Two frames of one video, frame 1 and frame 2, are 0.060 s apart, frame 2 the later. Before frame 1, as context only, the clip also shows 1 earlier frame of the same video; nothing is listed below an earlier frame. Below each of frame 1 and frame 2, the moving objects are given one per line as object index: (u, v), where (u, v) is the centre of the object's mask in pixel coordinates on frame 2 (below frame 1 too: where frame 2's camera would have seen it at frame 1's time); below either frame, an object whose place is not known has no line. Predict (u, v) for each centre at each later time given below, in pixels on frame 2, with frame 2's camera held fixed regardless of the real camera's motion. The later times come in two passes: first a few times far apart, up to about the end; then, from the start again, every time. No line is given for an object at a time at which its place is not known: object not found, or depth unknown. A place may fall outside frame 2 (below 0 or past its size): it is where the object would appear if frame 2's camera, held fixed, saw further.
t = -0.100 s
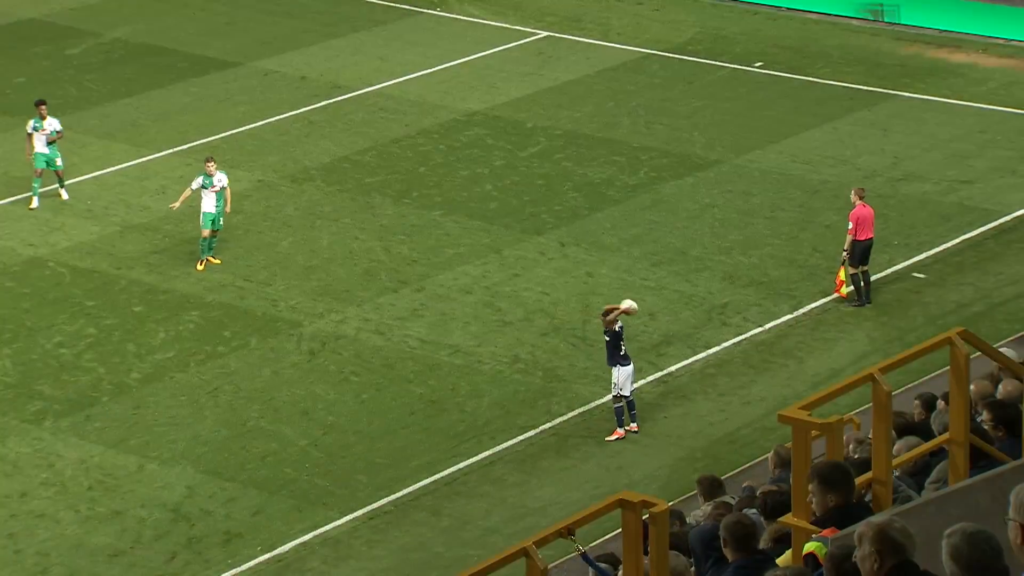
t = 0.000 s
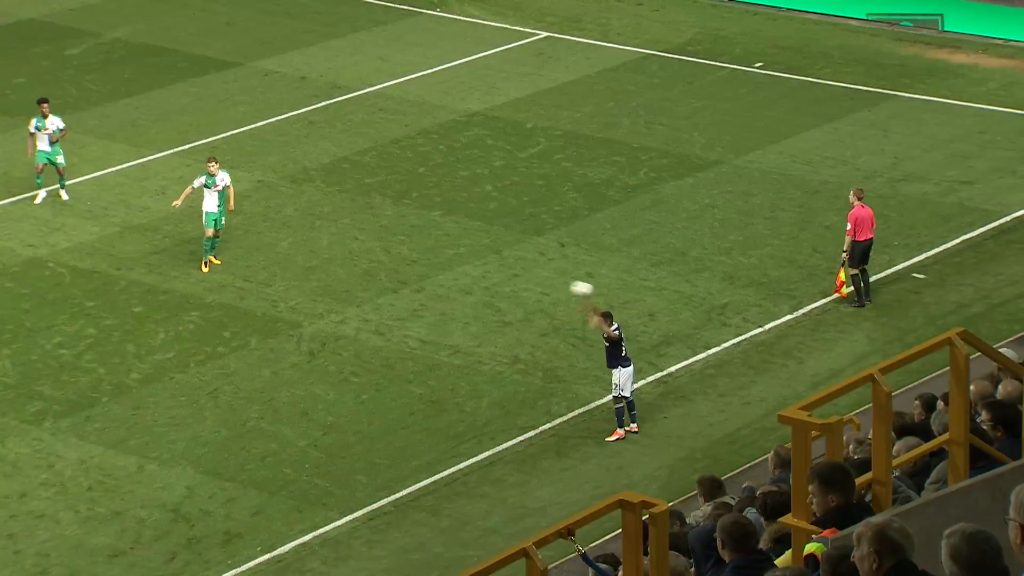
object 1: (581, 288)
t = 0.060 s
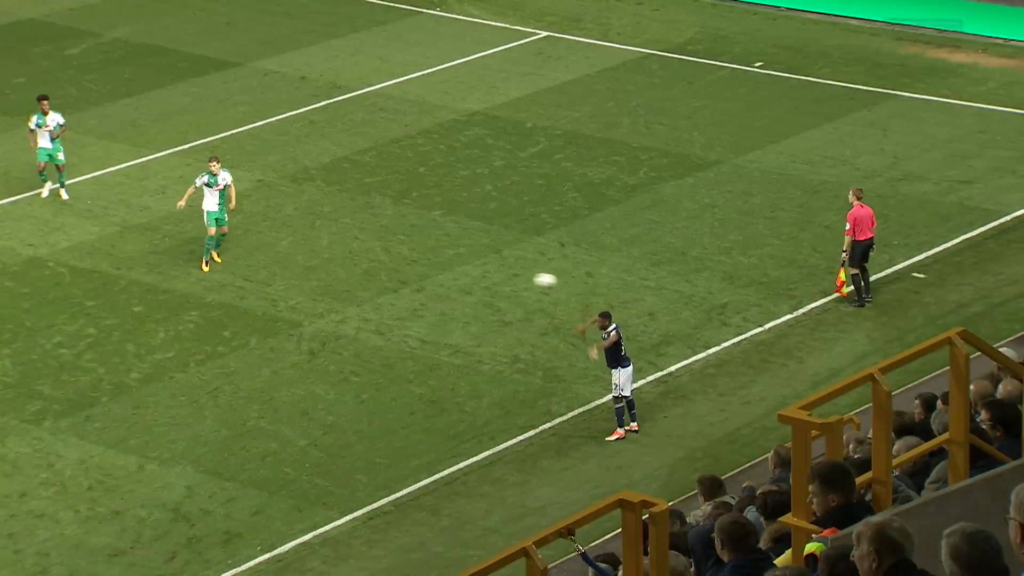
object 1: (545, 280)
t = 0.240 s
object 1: (437, 272)
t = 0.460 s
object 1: (305, 291)
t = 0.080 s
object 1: (533, 278)
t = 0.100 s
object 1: (521, 276)
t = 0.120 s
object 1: (509, 275)
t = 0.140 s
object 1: (497, 274)
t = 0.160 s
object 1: (485, 273)
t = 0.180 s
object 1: (473, 272)
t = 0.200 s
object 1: (460, 272)
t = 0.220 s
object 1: (448, 272)
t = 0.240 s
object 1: (437, 272)
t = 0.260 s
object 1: (424, 272)
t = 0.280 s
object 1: (412, 274)
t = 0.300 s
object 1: (400, 274)
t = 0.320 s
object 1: (388, 276)
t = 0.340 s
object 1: (376, 277)
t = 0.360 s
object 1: (364, 279)
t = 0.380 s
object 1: (352, 281)
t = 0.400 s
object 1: (340, 283)
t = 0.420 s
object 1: (328, 286)
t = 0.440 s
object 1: (316, 289)
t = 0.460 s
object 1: (305, 291)
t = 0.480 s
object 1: (292, 295)
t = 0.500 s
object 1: (281, 298)
